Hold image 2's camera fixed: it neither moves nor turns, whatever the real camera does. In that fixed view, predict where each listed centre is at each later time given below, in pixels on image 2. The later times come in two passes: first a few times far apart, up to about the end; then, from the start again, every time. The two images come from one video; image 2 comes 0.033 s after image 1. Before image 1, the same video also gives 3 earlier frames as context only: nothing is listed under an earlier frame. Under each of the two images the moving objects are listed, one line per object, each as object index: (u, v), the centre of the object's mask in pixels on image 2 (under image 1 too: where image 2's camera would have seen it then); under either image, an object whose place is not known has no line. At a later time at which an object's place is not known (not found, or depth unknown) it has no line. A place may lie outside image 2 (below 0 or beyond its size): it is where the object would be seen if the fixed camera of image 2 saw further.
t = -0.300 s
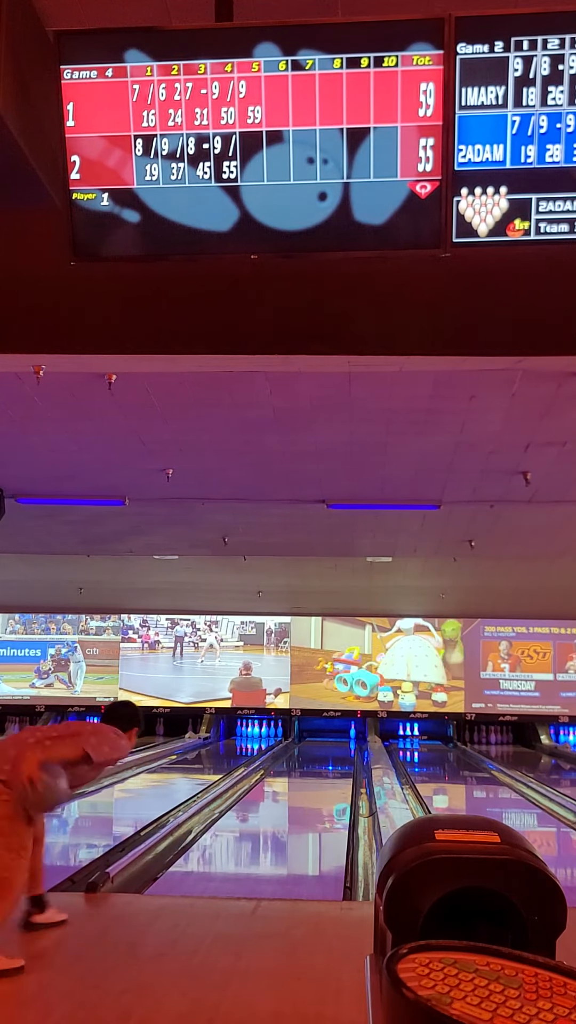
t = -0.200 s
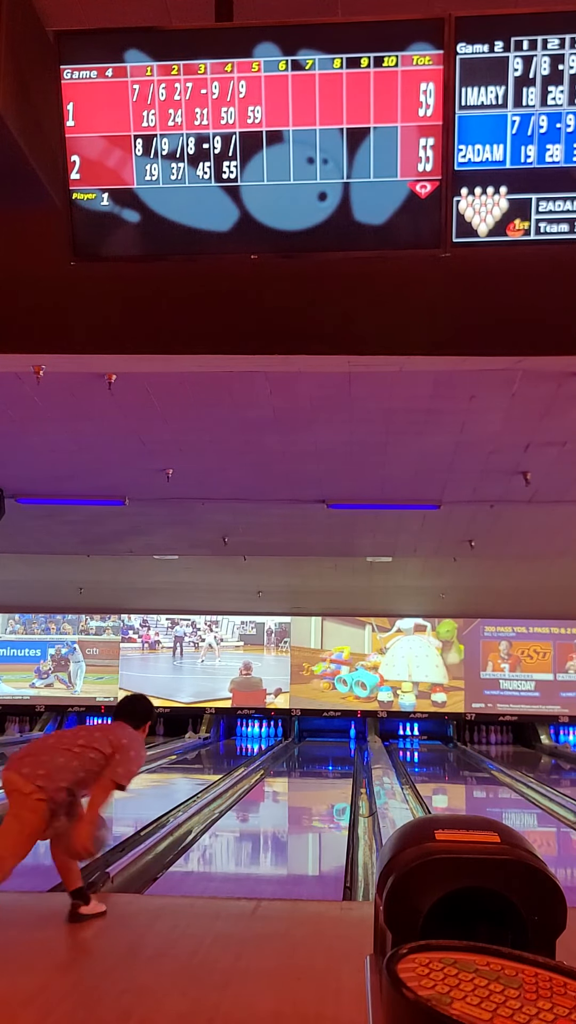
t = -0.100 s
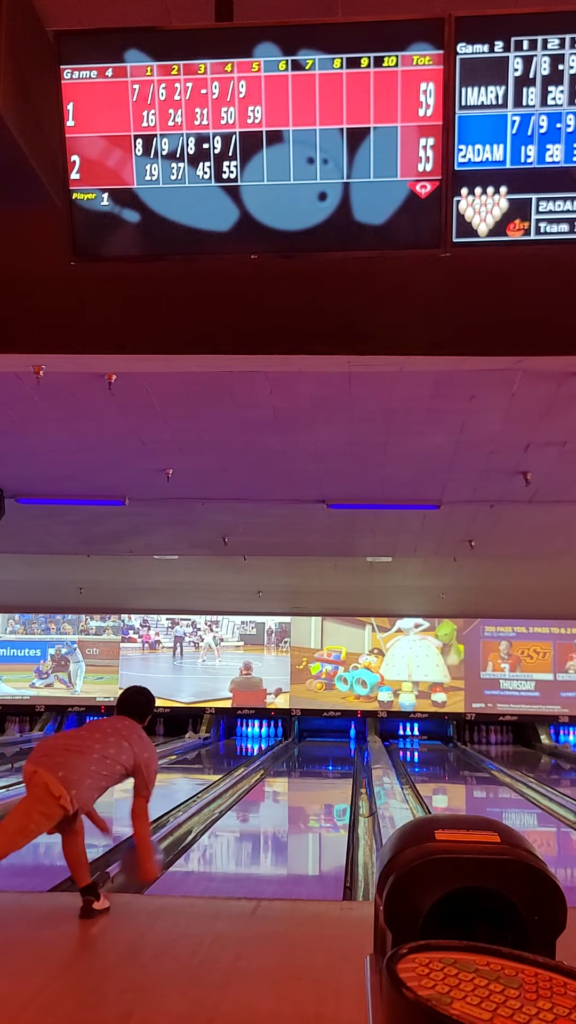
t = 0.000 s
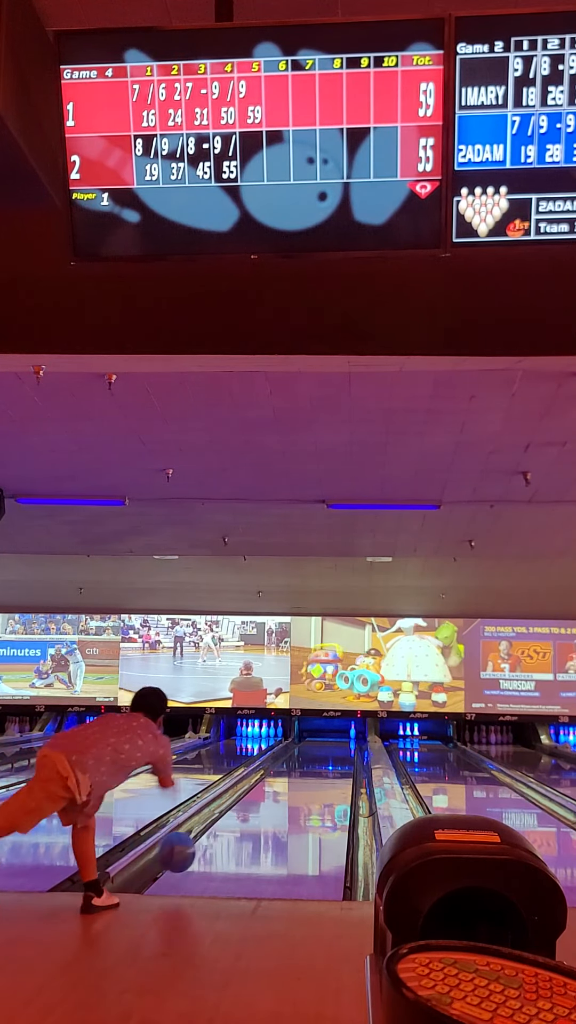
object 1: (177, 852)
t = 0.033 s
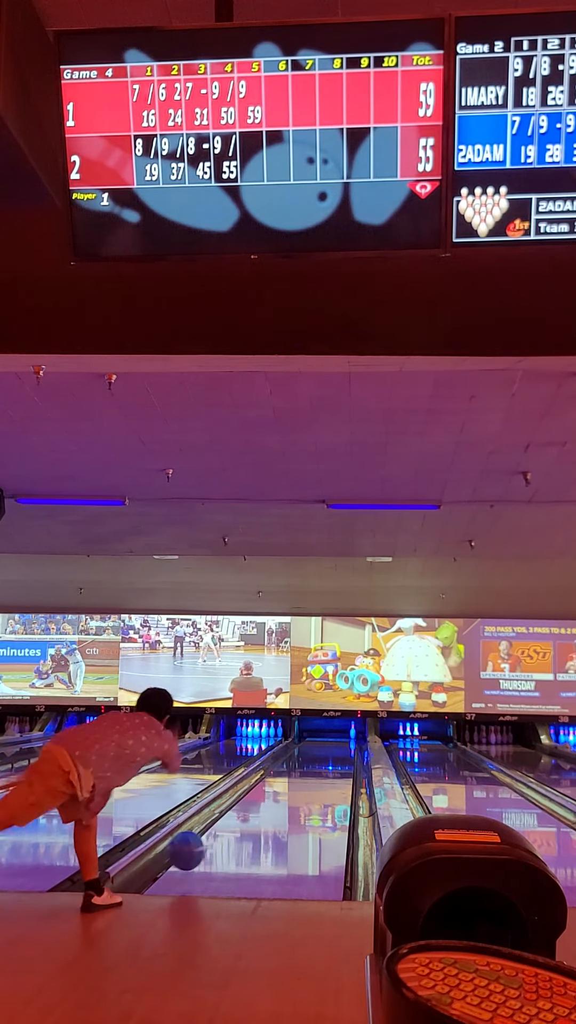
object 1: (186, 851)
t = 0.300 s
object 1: (241, 821)
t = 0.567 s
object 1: (275, 797)
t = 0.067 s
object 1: (194, 851)
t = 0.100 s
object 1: (203, 849)
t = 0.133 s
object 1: (210, 844)
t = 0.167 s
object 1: (217, 839)
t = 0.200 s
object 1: (224, 834)
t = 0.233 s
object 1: (230, 829)
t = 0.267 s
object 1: (236, 825)
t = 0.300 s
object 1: (241, 821)
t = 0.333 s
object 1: (246, 817)
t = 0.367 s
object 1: (251, 813)
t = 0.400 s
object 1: (255, 810)
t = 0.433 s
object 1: (260, 807)
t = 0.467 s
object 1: (264, 804)
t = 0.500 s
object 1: (268, 802)
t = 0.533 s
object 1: (271, 799)
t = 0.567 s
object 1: (275, 797)
